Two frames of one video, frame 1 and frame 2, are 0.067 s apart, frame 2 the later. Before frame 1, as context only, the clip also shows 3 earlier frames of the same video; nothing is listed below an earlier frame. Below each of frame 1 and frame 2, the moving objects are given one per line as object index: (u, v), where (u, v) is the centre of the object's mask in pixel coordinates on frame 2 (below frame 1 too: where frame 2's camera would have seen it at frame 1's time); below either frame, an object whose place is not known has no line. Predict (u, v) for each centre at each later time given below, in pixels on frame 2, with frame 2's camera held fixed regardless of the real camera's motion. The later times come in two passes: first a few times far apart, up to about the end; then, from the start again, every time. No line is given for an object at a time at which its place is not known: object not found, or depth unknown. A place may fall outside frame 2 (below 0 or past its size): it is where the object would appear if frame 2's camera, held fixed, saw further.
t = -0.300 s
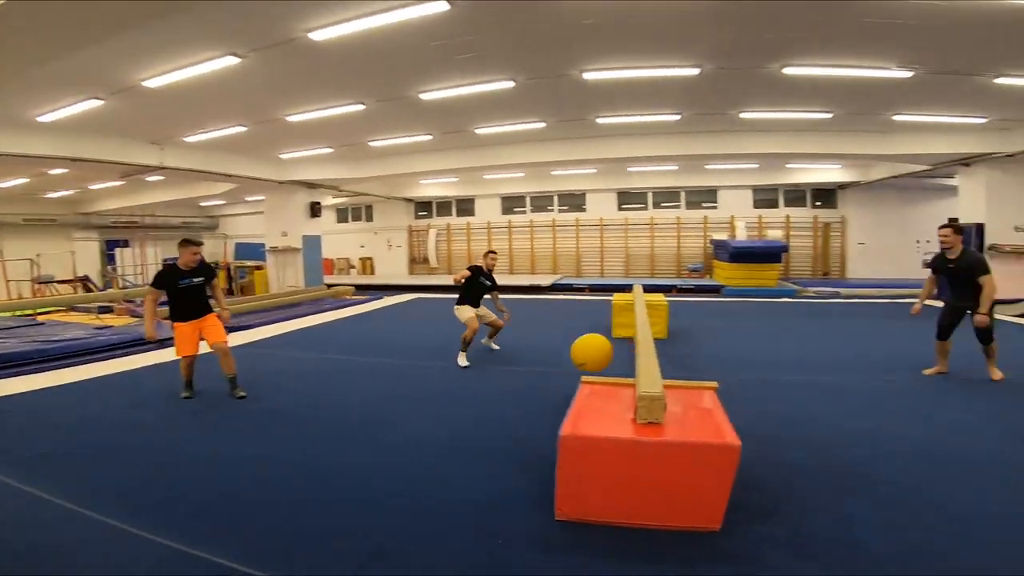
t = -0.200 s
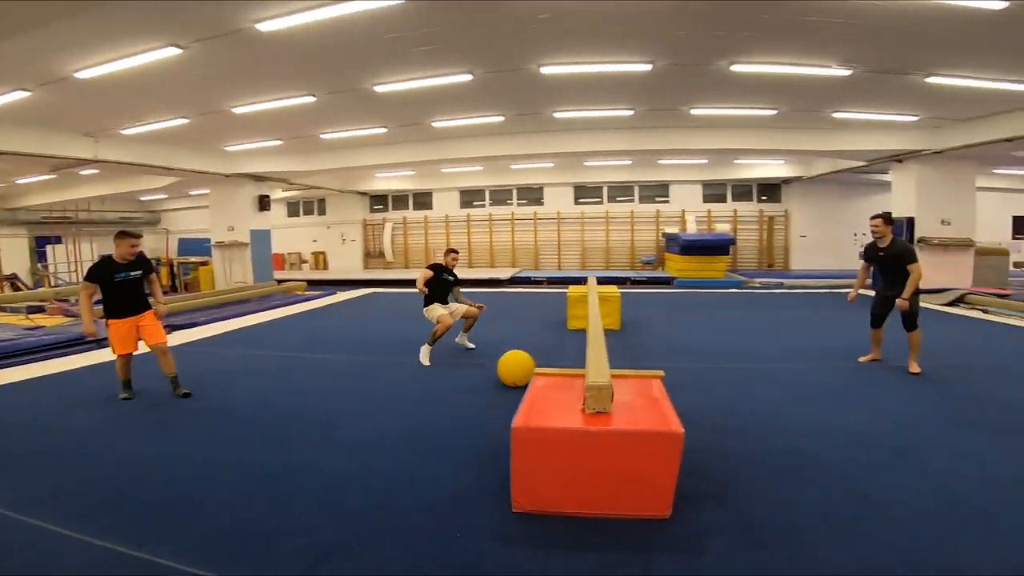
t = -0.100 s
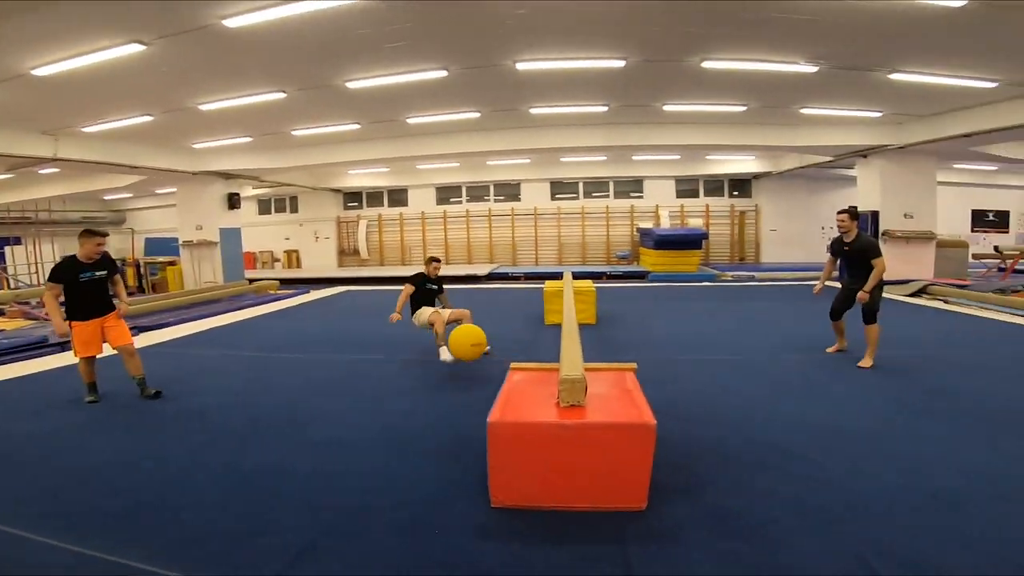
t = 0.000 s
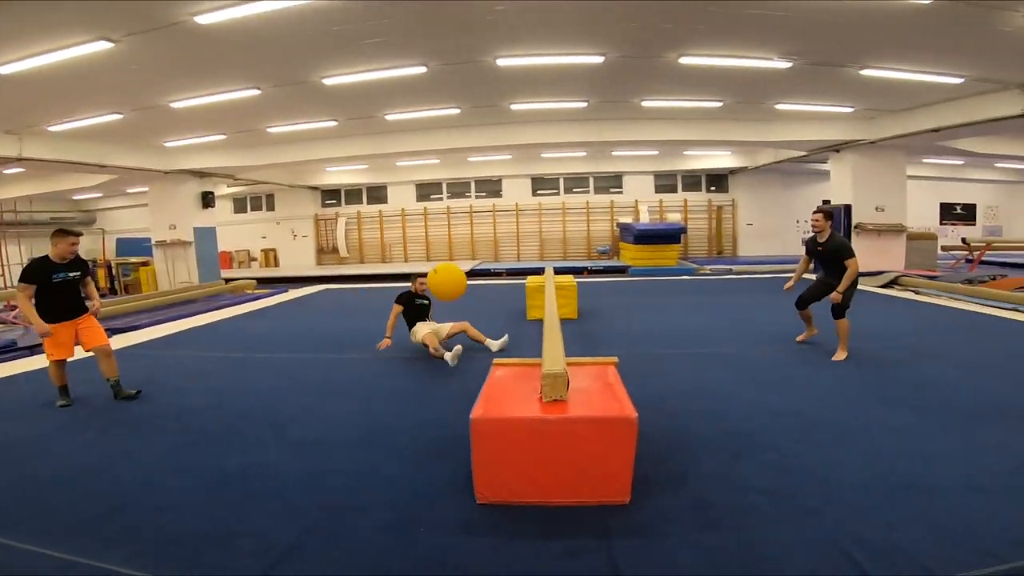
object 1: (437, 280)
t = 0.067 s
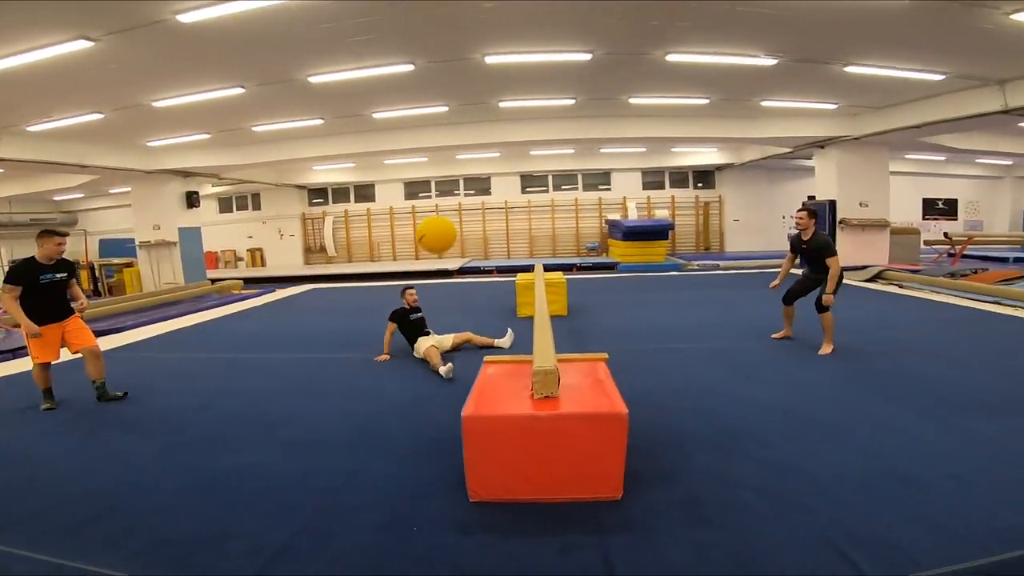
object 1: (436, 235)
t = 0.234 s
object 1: (437, 146)
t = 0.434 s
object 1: (441, 86)
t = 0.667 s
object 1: (445, 64)
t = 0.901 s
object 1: (450, 82)
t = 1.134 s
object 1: (457, 141)
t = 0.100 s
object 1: (436, 213)
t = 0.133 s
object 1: (436, 194)
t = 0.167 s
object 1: (437, 177)
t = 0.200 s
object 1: (437, 161)
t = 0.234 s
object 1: (437, 146)
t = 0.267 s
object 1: (438, 133)
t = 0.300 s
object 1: (439, 121)
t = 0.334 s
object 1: (439, 110)
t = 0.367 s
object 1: (440, 101)
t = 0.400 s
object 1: (440, 93)
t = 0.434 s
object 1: (441, 86)
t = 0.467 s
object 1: (442, 80)
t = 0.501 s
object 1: (442, 75)
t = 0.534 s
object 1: (443, 72)
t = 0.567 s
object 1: (444, 68)
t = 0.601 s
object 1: (444, 66)
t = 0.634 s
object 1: (445, 65)
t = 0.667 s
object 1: (445, 64)
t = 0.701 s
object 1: (446, 64)
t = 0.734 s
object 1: (446, 65)
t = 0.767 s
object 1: (447, 67)
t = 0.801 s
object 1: (447, 69)
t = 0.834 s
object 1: (448, 73)
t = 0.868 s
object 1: (449, 77)
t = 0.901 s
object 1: (450, 82)
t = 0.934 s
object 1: (451, 87)
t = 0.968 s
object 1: (452, 94)
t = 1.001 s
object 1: (453, 101)
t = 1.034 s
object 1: (454, 110)
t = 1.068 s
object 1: (455, 120)
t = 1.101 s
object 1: (456, 130)
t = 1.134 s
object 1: (457, 141)
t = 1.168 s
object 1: (458, 154)
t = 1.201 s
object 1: (460, 167)
